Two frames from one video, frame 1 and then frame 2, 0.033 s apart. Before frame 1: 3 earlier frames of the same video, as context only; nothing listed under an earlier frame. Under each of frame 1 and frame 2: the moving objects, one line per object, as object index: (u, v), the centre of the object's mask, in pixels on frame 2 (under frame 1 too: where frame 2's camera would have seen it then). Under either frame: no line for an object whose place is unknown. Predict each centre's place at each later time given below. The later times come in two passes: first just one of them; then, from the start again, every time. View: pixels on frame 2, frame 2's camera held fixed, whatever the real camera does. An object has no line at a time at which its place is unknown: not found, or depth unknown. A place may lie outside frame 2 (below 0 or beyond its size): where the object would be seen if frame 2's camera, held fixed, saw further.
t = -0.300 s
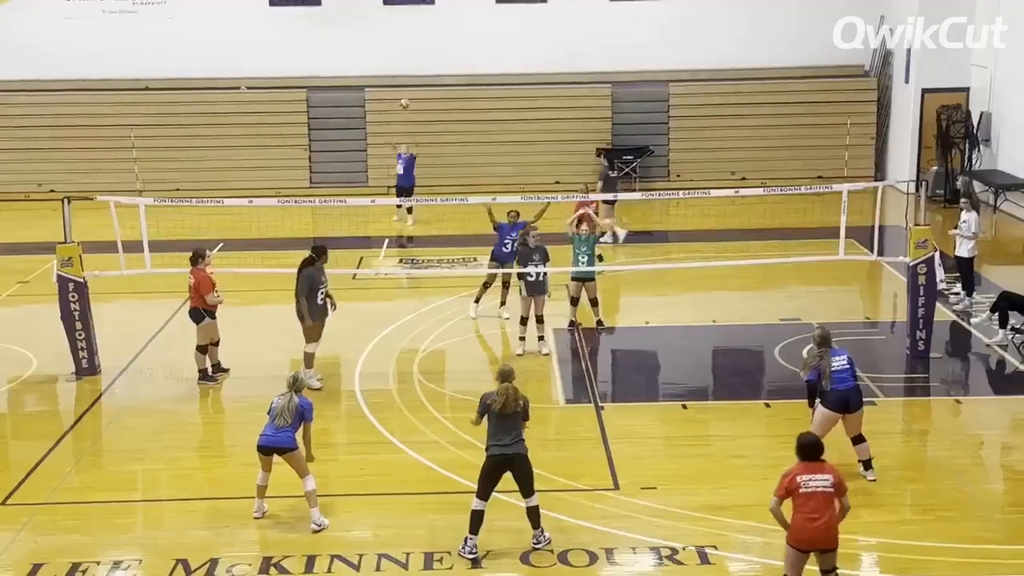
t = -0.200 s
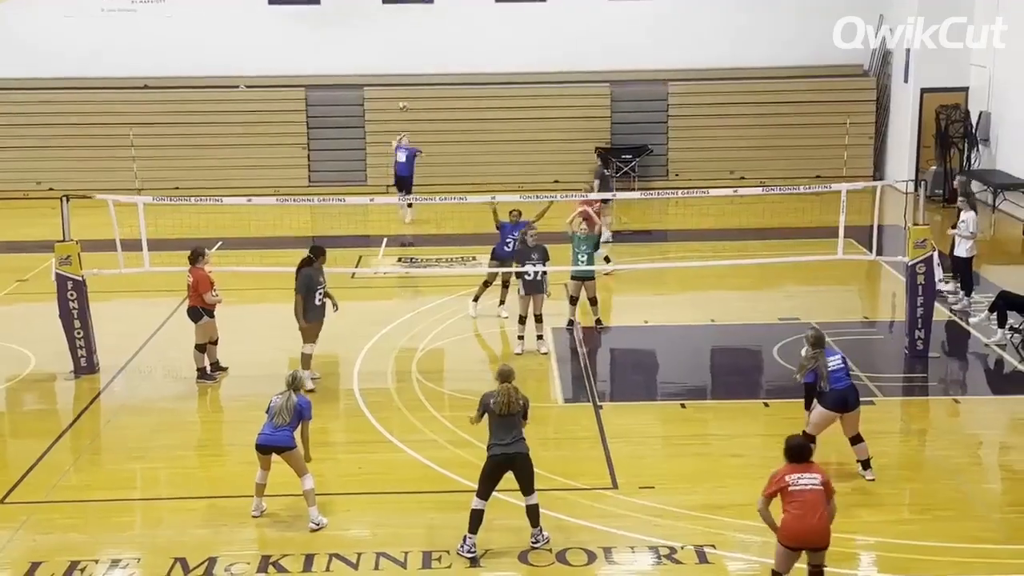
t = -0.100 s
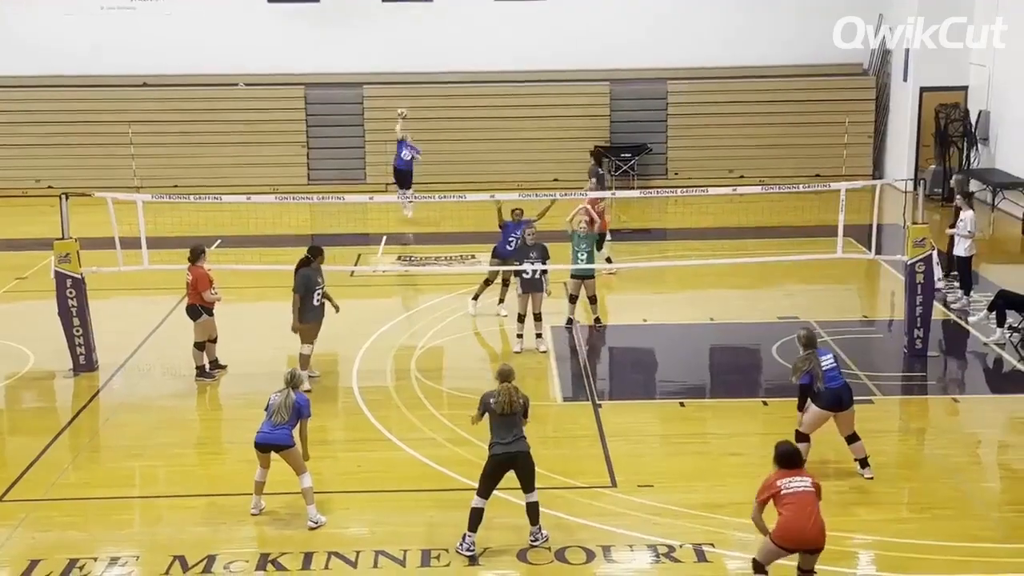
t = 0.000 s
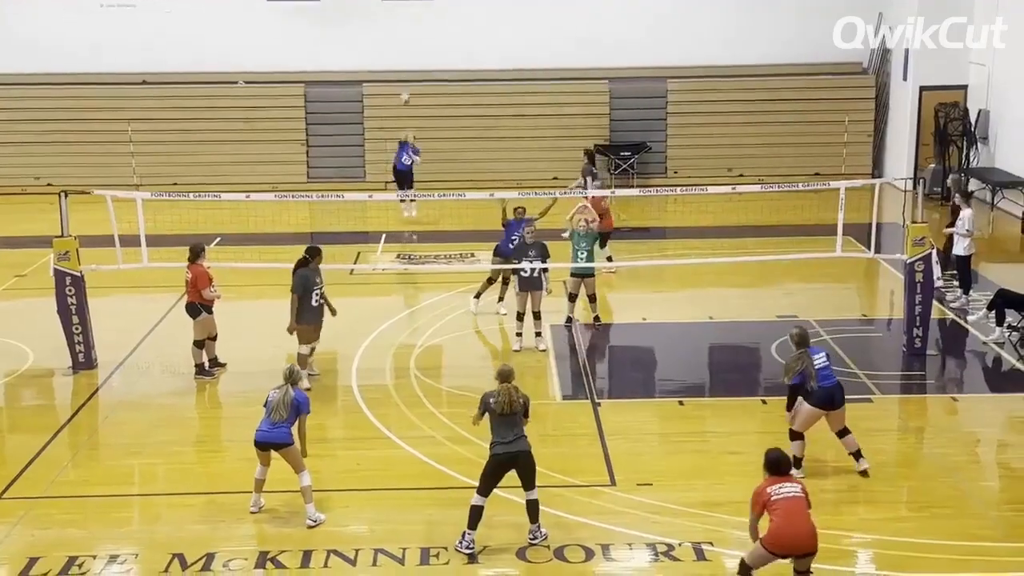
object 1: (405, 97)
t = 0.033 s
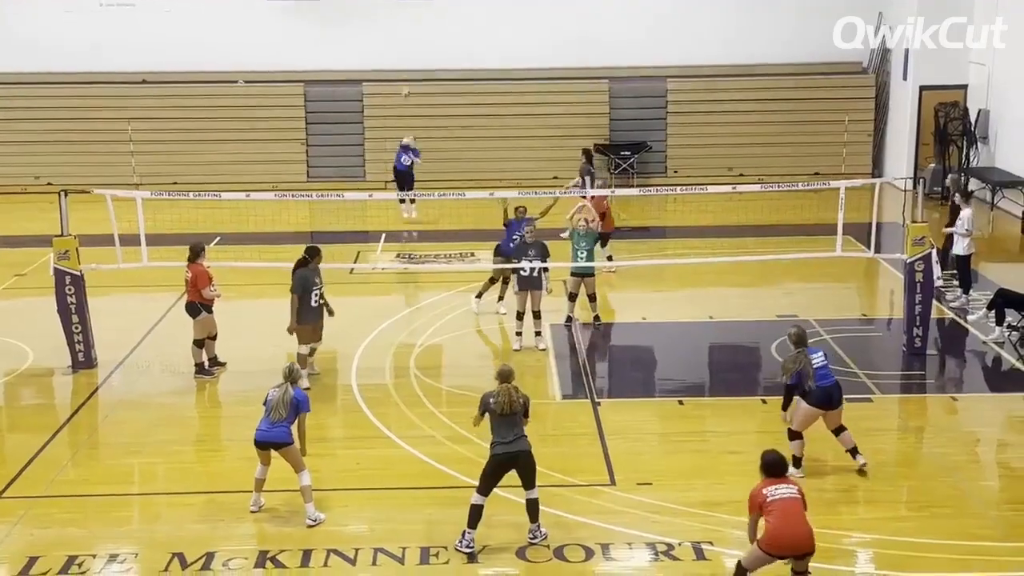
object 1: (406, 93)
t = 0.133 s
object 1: (410, 76)
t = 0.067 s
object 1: (406, 86)
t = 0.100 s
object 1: (408, 82)
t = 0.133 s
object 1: (410, 76)
